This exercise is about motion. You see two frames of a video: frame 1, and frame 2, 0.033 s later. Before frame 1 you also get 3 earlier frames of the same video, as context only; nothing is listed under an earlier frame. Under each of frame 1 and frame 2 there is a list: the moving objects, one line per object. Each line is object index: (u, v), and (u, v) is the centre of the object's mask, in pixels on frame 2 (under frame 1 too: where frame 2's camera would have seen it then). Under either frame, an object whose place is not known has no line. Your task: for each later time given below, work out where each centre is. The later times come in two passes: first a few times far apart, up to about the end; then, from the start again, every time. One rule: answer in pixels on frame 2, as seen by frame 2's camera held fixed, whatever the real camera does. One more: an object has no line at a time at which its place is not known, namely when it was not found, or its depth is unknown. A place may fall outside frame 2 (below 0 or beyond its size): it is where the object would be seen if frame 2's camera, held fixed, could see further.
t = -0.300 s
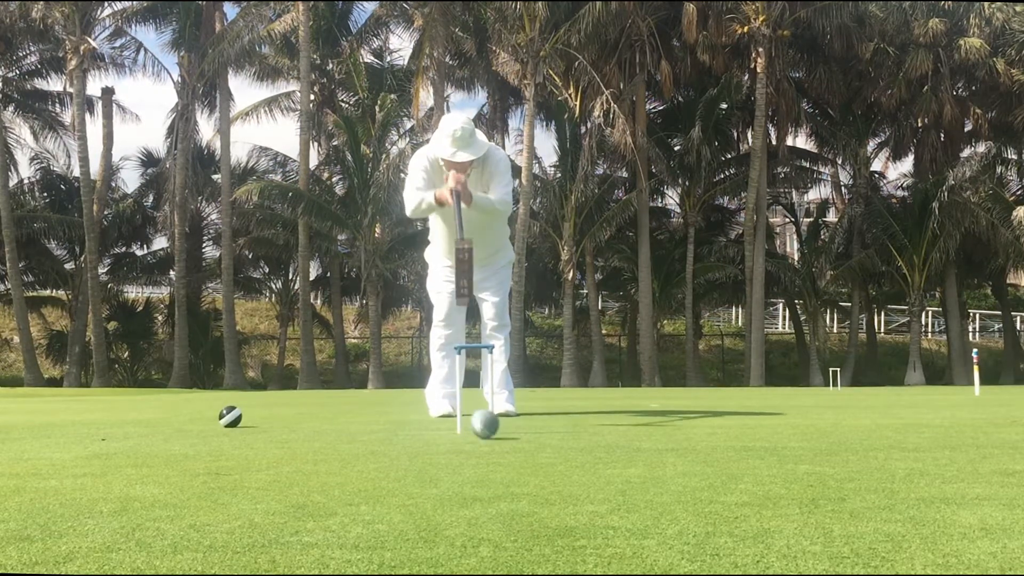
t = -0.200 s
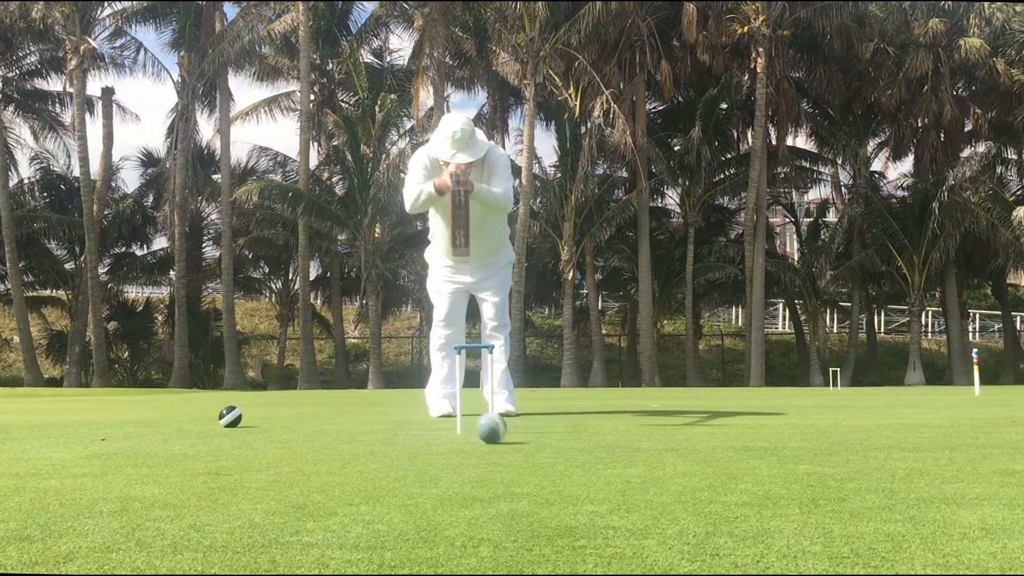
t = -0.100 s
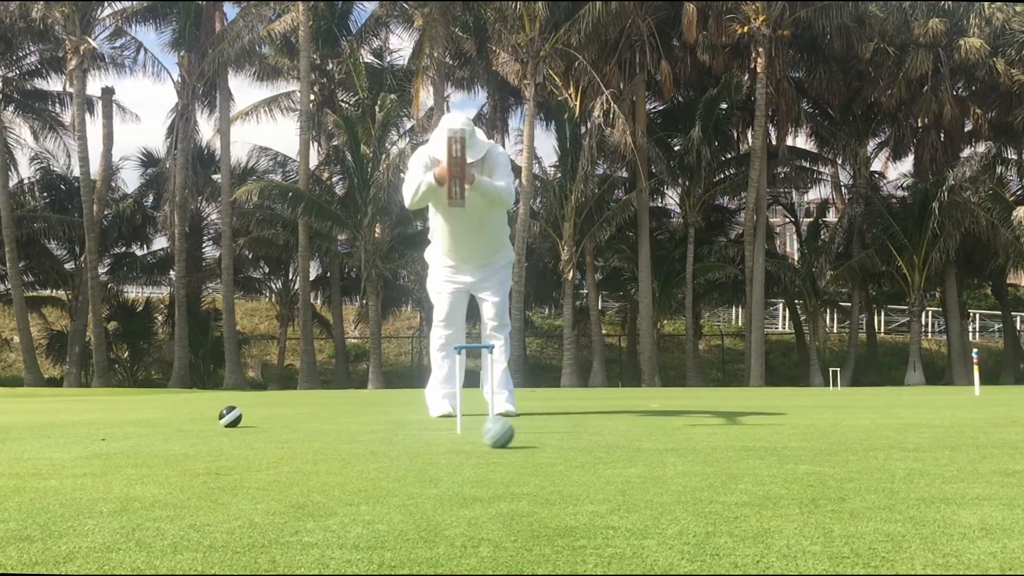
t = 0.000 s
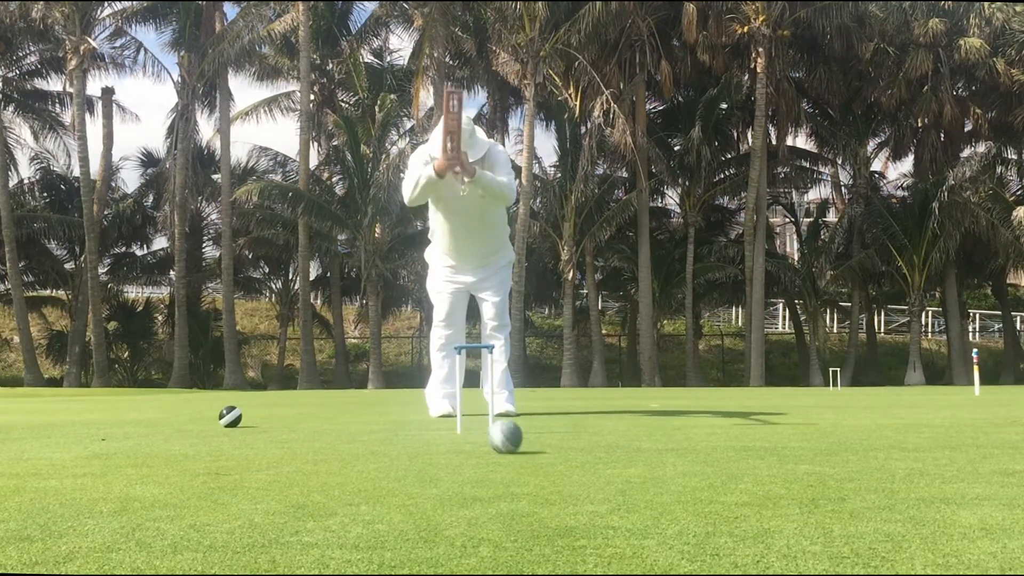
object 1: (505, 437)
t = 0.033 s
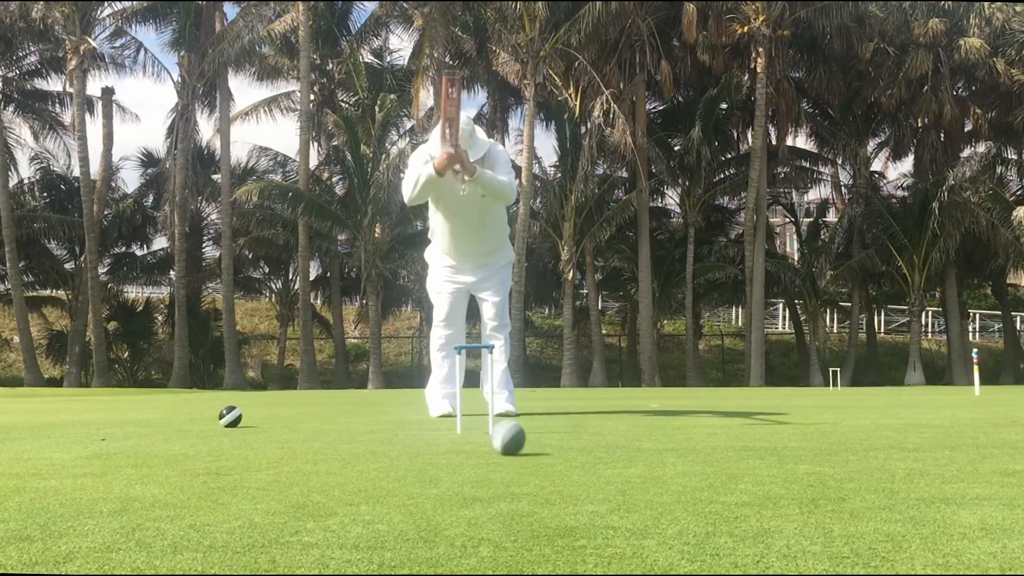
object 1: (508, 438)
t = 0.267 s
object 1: (529, 448)
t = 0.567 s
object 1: (561, 466)
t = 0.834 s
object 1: (599, 493)
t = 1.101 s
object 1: (658, 535)
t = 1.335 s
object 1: (744, 557)
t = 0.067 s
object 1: (511, 439)
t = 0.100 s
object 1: (514, 440)
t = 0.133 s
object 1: (516, 442)
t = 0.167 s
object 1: (519, 443)
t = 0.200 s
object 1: (522, 445)
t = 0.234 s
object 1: (526, 447)
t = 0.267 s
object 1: (529, 448)
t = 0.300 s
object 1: (532, 450)
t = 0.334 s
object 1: (536, 452)
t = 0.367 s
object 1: (540, 453)
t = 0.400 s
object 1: (543, 456)
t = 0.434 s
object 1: (546, 458)
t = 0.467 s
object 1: (550, 460)
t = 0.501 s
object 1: (553, 461)
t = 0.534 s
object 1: (557, 464)
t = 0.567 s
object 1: (561, 466)
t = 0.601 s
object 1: (565, 468)
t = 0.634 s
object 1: (569, 471)
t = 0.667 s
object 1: (573, 475)
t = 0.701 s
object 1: (577, 478)
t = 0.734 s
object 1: (583, 480)
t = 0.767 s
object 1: (588, 485)
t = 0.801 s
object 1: (594, 489)
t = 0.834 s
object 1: (599, 493)
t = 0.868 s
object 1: (605, 497)
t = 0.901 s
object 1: (612, 502)
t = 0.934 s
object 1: (619, 508)
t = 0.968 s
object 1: (625, 514)
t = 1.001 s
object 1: (633, 519)
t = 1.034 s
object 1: (641, 525)
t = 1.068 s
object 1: (649, 531)
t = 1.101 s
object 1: (658, 535)
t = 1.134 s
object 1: (668, 538)
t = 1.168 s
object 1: (678, 542)
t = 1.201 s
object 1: (688, 544)
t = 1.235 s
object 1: (700, 547)
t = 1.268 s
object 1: (713, 551)
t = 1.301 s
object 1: (727, 553)
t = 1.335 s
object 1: (744, 557)
